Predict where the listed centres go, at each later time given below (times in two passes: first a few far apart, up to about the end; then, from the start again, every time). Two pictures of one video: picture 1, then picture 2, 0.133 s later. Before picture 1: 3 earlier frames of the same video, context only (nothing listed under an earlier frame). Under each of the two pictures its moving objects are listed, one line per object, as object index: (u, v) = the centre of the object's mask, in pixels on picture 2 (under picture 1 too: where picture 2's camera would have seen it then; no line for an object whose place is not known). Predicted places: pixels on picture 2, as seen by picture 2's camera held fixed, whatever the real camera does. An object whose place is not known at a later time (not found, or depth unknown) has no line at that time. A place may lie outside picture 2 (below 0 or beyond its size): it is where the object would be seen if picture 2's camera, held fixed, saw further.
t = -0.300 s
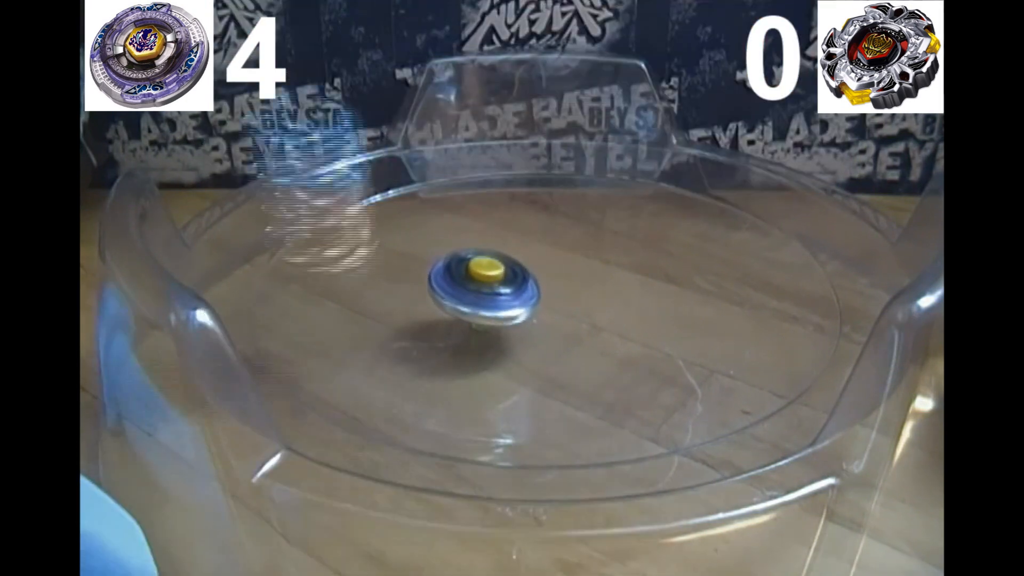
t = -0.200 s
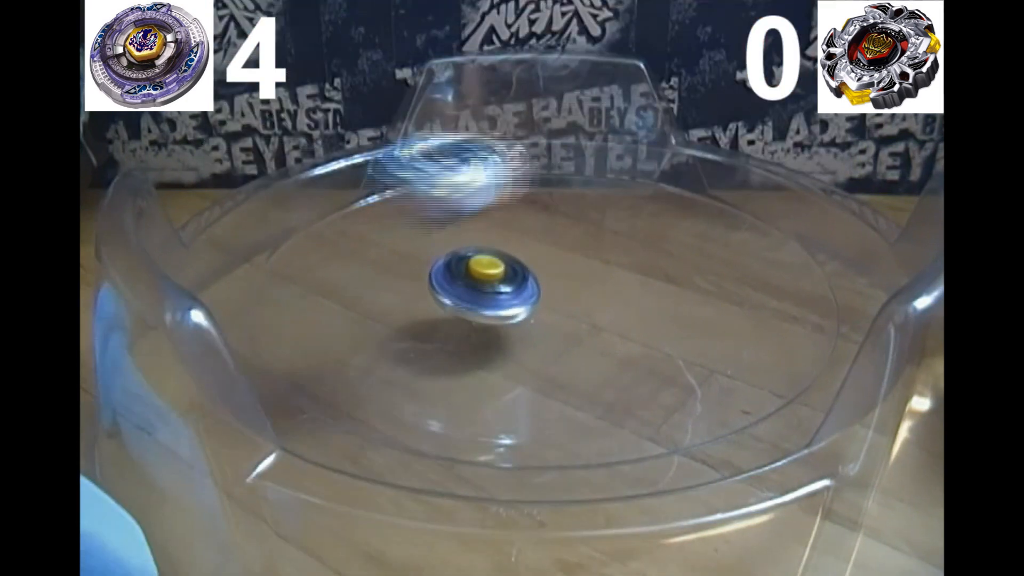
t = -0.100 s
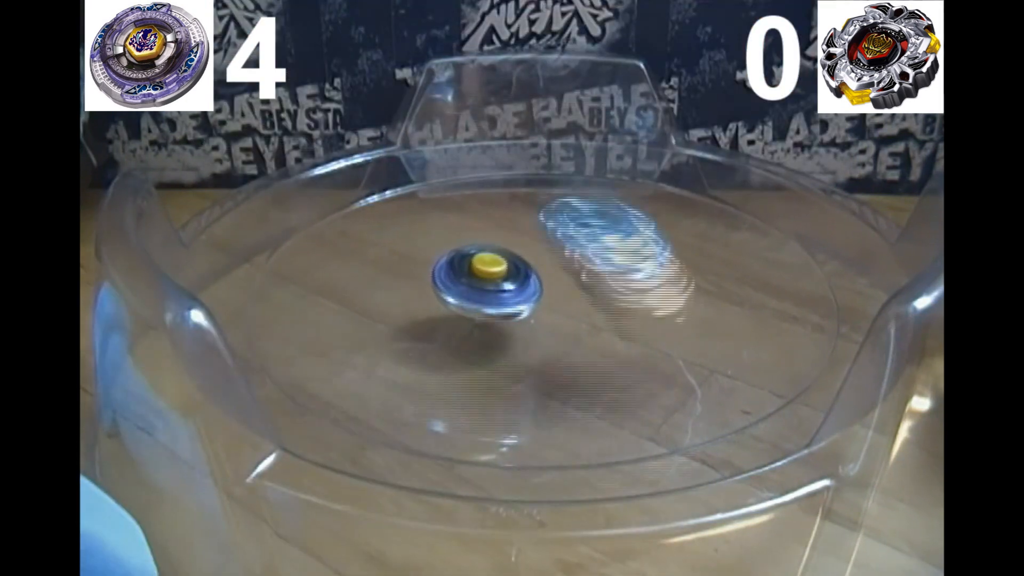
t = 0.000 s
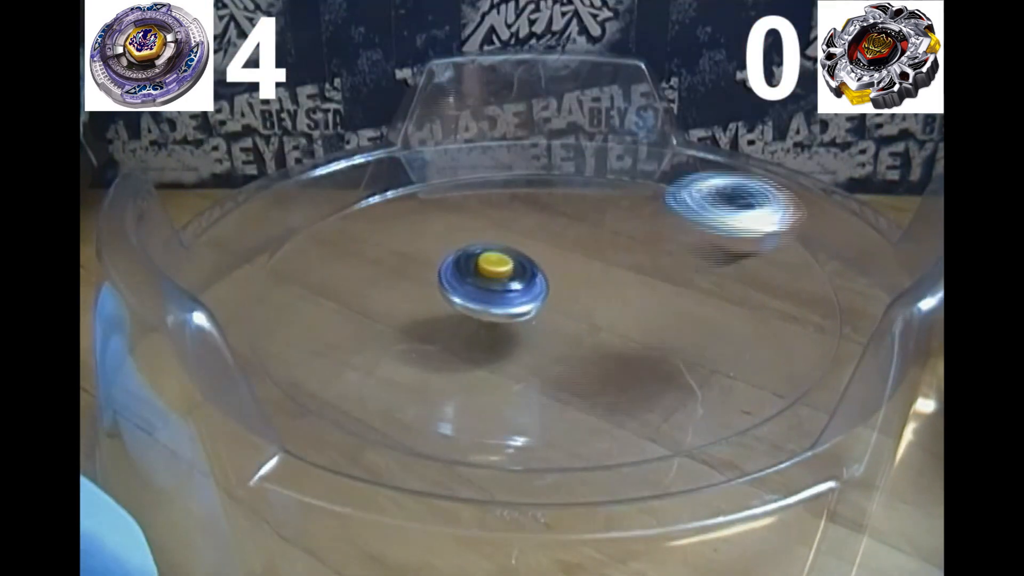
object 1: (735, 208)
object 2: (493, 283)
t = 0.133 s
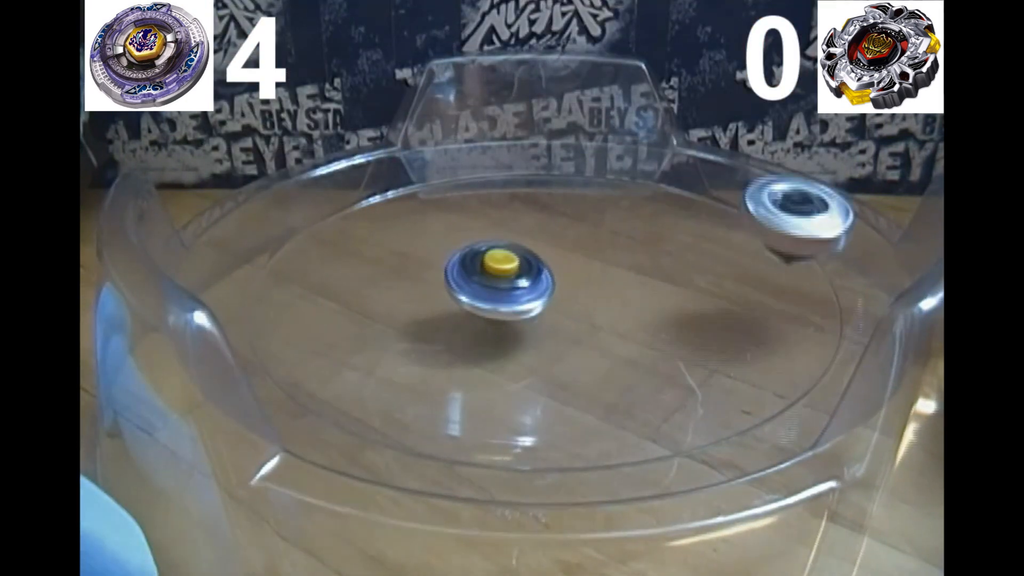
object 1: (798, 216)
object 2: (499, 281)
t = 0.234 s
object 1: (773, 192)
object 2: (503, 277)
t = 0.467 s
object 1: (615, 145)
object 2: (513, 274)
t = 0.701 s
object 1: (412, 201)
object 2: (526, 270)
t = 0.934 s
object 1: (499, 344)
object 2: (540, 269)
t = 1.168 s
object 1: (825, 291)
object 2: (553, 270)
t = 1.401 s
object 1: (735, 184)
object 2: (566, 275)
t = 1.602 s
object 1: (509, 199)
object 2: (577, 281)
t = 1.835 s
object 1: (347, 303)
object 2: (583, 285)
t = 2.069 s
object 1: (569, 397)
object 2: (579, 289)
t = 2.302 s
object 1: (746, 284)
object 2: (575, 295)
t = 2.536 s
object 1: (551, 209)
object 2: (574, 303)
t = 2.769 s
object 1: (310, 208)
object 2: (565, 305)
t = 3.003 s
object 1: (309, 328)
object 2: (553, 308)
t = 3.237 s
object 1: (643, 331)
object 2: (532, 309)
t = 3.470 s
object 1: (643, 192)
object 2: (528, 311)
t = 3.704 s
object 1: (449, 140)
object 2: (525, 307)
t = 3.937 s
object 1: (338, 238)
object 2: (520, 301)
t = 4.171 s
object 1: (565, 337)
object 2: (503, 287)
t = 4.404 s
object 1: (770, 238)
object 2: (513, 291)
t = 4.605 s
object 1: (691, 154)
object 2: (516, 288)
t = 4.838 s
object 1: (477, 190)
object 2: (521, 286)
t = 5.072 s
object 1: (406, 312)
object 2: (527, 284)
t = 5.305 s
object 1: (656, 374)
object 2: (534, 283)
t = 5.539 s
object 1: (787, 259)
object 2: (542, 283)
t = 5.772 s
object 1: (586, 206)
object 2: (551, 283)
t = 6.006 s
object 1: (363, 227)
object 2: (557, 286)
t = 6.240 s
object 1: (309, 330)
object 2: (561, 289)
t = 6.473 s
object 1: (612, 360)
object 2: (562, 290)
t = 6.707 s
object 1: (723, 239)
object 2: (509, 282)
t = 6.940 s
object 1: (624, 154)
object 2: (469, 285)
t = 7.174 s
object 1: (442, 165)
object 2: (484, 302)
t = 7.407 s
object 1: (385, 273)
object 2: (500, 309)
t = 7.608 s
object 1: (503, 359)
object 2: (545, 302)
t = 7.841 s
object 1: (751, 306)
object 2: (538, 309)
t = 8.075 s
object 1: (675, 213)
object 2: (533, 307)
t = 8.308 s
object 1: (464, 216)
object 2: (524, 303)
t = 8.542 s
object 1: (340, 287)
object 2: (518, 299)
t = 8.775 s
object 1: (527, 366)
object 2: (514, 292)
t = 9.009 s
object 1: (684, 285)
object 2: (515, 291)
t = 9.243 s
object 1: (574, 201)
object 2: (519, 288)
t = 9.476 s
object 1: (396, 205)
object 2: (525, 286)
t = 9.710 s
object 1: (404, 310)
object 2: (532, 286)
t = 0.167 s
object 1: (795, 207)
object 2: (501, 279)
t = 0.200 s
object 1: (787, 199)
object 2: (502, 278)
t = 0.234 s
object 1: (773, 192)
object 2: (503, 277)
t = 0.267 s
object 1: (754, 185)
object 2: (505, 276)
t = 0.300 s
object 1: (732, 178)
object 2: (506, 275)
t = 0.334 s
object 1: (712, 171)
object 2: (507, 275)
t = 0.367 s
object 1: (690, 164)
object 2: (509, 274)
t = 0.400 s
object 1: (668, 158)
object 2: (510, 274)
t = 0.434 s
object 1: (642, 151)
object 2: (511, 274)
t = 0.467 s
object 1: (615, 145)
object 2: (513, 274)
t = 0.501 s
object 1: (582, 143)
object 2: (515, 273)
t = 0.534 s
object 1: (549, 144)
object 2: (518, 272)
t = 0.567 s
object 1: (516, 149)
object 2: (520, 272)
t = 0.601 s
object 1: (484, 156)
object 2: (522, 271)
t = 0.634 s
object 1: (453, 167)
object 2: (524, 271)
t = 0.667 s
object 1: (430, 182)
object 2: (525, 270)
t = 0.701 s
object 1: (412, 201)
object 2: (526, 270)
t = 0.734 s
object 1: (399, 223)
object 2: (528, 271)
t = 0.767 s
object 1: (391, 248)
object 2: (530, 270)
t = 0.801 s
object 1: (393, 270)
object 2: (532, 270)
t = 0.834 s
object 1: (402, 291)
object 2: (534, 270)
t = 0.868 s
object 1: (424, 313)
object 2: (536, 270)
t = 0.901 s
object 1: (457, 330)
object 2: (538, 269)
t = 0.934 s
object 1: (499, 344)
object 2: (540, 269)
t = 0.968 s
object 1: (547, 352)
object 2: (543, 269)
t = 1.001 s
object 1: (600, 355)
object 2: (544, 269)
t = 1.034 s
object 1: (656, 350)
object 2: (546, 269)
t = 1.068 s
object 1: (711, 341)
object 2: (548, 269)
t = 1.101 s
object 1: (762, 328)
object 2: (550, 269)
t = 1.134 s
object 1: (805, 311)
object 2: (552, 270)
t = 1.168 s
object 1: (825, 291)
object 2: (553, 270)
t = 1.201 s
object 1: (830, 275)
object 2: (555, 271)
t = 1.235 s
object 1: (831, 254)
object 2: (556, 272)
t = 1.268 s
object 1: (828, 235)
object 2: (558, 273)
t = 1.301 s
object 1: (814, 219)
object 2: (561, 273)
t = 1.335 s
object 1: (794, 204)
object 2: (563, 274)
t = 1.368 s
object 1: (768, 193)
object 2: (565, 274)
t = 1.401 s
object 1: (735, 184)
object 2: (566, 275)
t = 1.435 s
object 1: (703, 181)
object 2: (567, 276)
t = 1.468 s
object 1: (667, 180)
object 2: (568, 277)
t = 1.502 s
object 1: (627, 182)
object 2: (569, 278)
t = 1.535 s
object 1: (585, 187)
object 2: (571, 279)
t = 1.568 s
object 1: (547, 193)
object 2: (574, 279)
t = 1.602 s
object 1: (509, 199)
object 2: (577, 281)
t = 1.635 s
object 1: (475, 208)
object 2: (579, 282)
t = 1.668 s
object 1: (442, 220)
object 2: (581, 283)
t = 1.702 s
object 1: (414, 232)
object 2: (583, 283)
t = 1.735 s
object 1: (389, 246)
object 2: (583, 284)
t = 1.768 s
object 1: (367, 264)
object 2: (583, 284)
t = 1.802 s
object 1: (353, 281)
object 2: (583, 285)
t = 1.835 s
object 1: (347, 303)
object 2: (583, 285)
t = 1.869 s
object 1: (348, 320)
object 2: (582, 286)
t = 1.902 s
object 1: (357, 337)
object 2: (582, 286)
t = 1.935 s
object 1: (376, 355)
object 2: (581, 287)
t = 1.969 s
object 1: (406, 374)
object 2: (581, 287)
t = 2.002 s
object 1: (453, 389)
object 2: (580, 288)
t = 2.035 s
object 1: (510, 395)
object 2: (580, 289)
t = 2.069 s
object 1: (569, 397)
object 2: (579, 289)
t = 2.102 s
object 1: (624, 392)
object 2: (579, 290)
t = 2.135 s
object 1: (673, 381)
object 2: (578, 291)
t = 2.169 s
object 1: (713, 367)
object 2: (577, 291)
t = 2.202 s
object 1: (741, 344)
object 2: (576, 292)
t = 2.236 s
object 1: (751, 320)
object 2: (576, 293)
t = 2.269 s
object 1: (753, 301)
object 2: (575, 294)
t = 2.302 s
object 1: (746, 284)
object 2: (575, 295)
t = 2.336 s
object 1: (732, 268)
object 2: (574, 297)
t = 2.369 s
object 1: (710, 252)
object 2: (575, 298)
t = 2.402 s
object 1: (685, 241)
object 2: (575, 299)
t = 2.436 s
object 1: (654, 227)
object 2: (575, 301)
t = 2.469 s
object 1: (624, 217)
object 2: (575, 302)
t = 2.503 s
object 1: (588, 217)
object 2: (574, 303)
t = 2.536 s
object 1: (551, 209)
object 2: (574, 303)
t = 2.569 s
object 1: (514, 204)
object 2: (572, 303)
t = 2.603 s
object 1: (478, 202)
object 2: (571, 303)
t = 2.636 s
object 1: (441, 193)
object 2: (569, 303)
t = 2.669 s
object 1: (405, 201)
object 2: (568, 303)
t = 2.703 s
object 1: (371, 197)
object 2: (567, 303)
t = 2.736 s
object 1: (339, 202)
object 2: (566, 304)
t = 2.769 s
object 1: (310, 208)
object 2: (565, 305)
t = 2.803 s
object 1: (282, 218)
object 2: (562, 306)
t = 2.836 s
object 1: (261, 229)
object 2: (560, 308)
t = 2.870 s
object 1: (257, 250)
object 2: (558, 308)
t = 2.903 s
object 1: (257, 269)
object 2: (557, 309)
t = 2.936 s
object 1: (262, 291)
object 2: (556, 309)
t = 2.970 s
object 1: (279, 310)
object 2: (555, 308)
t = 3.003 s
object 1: (309, 328)
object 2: (553, 308)
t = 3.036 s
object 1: (353, 343)
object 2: (552, 308)
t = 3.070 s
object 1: (406, 357)
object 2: (550, 308)
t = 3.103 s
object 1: (460, 362)
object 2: (551, 307)
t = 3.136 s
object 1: (511, 365)
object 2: (552, 302)
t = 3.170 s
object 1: (562, 360)
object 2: (543, 297)
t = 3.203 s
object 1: (605, 349)
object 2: (530, 303)
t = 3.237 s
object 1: (643, 331)
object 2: (532, 309)
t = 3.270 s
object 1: (667, 309)
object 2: (536, 310)
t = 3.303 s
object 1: (678, 294)
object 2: (534, 311)
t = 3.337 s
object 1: (682, 275)
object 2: (533, 311)
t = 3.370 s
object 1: (681, 250)
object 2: (530, 311)
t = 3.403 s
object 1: (672, 228)
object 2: (529, 312)
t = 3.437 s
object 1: (659, 208)
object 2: (528, 311)
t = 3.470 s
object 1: (643, 192)
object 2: (528, 311)
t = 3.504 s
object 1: (620, 177)
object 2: (527, 311)
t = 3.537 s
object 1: (595, 164)
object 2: (527, 310)
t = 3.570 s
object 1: (566, 162)
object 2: (527, 310)
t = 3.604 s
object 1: (539, 153)
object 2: (526, 309)
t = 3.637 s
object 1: (510, 147)
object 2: (526, 308)
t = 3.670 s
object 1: (480, 143)
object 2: (525, 307)
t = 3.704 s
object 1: (449, 140)
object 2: (525, 307)
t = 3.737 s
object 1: (420, 150)
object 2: (524, 306)
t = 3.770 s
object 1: (394, 155)
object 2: (523, 305)
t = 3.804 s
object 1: (373, 166)
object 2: (523, 305)
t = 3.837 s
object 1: (355, 179)
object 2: (522, 304)
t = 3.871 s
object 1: (343, 195)
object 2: (522, 303)
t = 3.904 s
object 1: (337, 215)
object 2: (521, 302)
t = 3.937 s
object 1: (338, 238)
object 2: (520, 301)
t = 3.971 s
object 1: (347, 260)
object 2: (520, 301)
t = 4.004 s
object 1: (366, 281)
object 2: (520, 300)
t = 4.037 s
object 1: (393, 299)
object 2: (519, 299)
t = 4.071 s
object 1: (428, 316)
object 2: (524, 297)
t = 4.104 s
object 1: (468, 327)
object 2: (527, 289)
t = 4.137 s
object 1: (516, 334)
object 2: (507, 288)
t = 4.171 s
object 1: (565, 337)
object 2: (503, 287)
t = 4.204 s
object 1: (612, 334)
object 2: (508, 293)
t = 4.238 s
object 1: (653, 324)
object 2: (511, 294)
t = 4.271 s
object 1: (690, 311)
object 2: (511, 293)
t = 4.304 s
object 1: (722, 294)
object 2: (512, 292)
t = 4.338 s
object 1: (746, 276)
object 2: (512, 292)
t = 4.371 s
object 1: (762, 258)
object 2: (513, 291)
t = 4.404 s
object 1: (770, 238)
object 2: (513, 291)
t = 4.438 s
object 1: (769, 218)
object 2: (513, 290)
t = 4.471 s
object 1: (764, 200)
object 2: (514, 290)
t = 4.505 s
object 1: (753, 186)
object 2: (514, 289)
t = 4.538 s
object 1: (737, 173)
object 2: (515, 289)
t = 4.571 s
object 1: (714, 162)
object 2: (515, 288)
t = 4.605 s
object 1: (691, 154)
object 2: (516, 288)
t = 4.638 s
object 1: (662, 151)
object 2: (517, 288)
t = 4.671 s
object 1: (631, 151)
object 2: (517, 288)
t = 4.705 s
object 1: (601, 152)
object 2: (518, 288)
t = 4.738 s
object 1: (571, 157)
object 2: (519, 287)
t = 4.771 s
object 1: (537, 165)
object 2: (520, 287)
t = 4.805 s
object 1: (508, 175)
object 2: (521, 286)
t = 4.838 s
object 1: (477, 190)
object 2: (521, 286)
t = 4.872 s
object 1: (454, 204)
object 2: (522, 286)
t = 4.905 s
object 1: (435, 221)
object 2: (523, 286)
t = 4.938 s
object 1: (418, 239)
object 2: (523, 285)
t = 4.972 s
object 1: (406, 256)
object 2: (524, 285)
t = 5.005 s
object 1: (400, 274)
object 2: (525, 284)
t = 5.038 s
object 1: (400, 294)
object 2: (526, 284)
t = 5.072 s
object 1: (406, 312)
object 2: (527, 284)
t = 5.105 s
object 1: (421, 330)
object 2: (528, 283)
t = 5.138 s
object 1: (444, 346)
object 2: (529, 283)
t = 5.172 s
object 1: (475, 359)
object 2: (530, 282)
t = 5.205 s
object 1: (514, 370)
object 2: (531, 283)
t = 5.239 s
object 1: (562, 376)
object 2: (532, 283)
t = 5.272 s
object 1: (608, 377)
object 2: (533, 283)
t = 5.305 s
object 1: (656, 374)
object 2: (534, 283)
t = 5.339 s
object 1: (704, 366)
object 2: (535, 283)
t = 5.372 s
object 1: (745, 352)
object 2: (536, 283)
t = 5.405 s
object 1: (775, 336)
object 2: (537, 283)
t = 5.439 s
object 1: (793, 309)
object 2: (538, 283)
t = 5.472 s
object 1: (802, 291)
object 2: (539, 283)
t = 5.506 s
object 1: (799, 275)
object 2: (541, 283)
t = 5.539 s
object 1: (787, 259)
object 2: (542, 283)
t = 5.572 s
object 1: (769, 247)
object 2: (543, 282)
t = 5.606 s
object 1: (746, 236)
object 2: (544, 282)
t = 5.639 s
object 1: (716, 226)
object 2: (545, 282)
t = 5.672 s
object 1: (687, 218)
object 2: (547, 283)
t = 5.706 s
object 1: (656, 212)
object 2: (548, 283)
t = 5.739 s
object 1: (619, 209)
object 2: (550, 283)
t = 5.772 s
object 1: (586, 206)
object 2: (551, 283)
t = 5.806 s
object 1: (550, 205)
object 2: (553, 284)
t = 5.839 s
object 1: (516, 205)
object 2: (553, 284)
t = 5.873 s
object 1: (481, 206)
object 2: (554, 285)
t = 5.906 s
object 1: (448, 210)
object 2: (555, 285)
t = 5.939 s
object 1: (419, 212)
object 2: (555, 286)
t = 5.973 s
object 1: (389, 219)
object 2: (556, 286)
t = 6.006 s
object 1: (363, 227)
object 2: (557, 286)
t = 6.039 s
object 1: (338, 238)
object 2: (558, 287)
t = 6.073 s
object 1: (317, 250)
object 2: (559, 287)
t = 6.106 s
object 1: (302, 268)
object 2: (560, 287)
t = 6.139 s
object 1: (292, 282)
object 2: (560, 288)
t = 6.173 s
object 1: (289, 298)
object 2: (561, 288)
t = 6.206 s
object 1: (294, 314)
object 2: (561, 289)
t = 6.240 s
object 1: (309, 330)
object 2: (561, 289)
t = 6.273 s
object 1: (336, 345)
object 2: (562, 290)
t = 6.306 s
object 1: (376, 360)
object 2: (562, 290)
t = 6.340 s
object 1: (422, 369)
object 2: (562, 290)
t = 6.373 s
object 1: (472, 374)
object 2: (563, 291)
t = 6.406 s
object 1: (523, 374)
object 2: (563, 291)
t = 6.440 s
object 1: (572, 369)
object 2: (563, 290)
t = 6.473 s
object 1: (612, 360)
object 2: (562, 290)
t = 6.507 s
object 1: (642, 348)
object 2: (561, 291)
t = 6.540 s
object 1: (666, 325)
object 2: (561, 293)
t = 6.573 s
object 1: (677, 308)
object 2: (562, 294)
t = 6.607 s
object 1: (680, 295)
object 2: (562, 295)
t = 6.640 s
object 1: (695, 272)
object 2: (550, 290)
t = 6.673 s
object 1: (715, 255)
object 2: (528, 286)
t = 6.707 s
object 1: (723, 239)
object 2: (509, 282)
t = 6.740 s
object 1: (723, 222)
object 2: (493, 279)
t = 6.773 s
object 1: (714, 206)
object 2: (481, 277)
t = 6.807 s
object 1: (703, 192)
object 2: (473, 277)
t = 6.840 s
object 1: (687, 178)
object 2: (469, 278)
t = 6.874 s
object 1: (668, 166)
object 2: (467, 280)
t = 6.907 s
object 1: (647, 163)
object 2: (468, 283)
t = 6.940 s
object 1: (624, 154)
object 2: (469, 285)
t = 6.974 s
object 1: (599, 148)
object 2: (471, 288)
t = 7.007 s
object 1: (575, 143)
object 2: (473, 291)
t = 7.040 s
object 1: (549, 141)
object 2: (475, 293)
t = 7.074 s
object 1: (522, 143)
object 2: (477, 295)
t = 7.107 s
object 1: (496, 147)
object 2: (479, 298)
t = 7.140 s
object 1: (470, 154)
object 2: (481, 300)
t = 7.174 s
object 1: (442, 165)
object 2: (484, 302)
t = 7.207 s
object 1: (426, 171)
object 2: (485, 303)
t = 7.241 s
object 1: (408, 188)
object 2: (487, 305)
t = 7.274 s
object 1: (394, 201)
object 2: (490, 306)
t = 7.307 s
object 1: (383, 216)
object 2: (492, 307)
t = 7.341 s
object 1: (378, 234)
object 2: (495, 308)
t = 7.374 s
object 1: (379, 253)
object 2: (497, 309)
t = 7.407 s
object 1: (385, 273)
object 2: (500, 309)
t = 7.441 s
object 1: (392, 289)
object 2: (507, 309)
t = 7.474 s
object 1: (397, 304)
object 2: (520, 310)
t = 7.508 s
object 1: (413, 321)
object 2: (531, 310)
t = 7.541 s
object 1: (442, 340)
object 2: (541, 309)
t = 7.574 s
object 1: (472, 350)
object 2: (547, 305)
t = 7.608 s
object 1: (503, 359)
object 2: (545, 302)
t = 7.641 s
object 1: (546, 365)
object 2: (537, 301)
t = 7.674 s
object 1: (590, 364)
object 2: (532, 305)
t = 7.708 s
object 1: (629, 362)
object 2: (534, 308)
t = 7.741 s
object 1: (671, 350)
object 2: (537, 309)
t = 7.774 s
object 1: (705, 336)
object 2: (537, 309)
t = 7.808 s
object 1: (729, 327)
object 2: (537, 309)
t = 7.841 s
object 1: (751, 306)
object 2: (538, 309)
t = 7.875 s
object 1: (759, 285)
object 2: (537, 309)
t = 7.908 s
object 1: (760, 268)
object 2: (536, 309)
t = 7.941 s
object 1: (753, 254)
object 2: (536, 309)
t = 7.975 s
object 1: (739, 240)
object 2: (536, 308)
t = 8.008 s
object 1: (722, 230)
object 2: (536, 308)
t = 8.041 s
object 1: (699, 220)
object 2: (535, 308)
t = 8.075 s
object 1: (675, 213)
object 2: (533, 307)
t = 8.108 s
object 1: (643, 210)
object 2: (532, 307)
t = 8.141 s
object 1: (614, 212)
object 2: (530, 306)
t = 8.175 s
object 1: (585, 210)
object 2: (528, 306)
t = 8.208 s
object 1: (553, 208)
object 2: (527, 305)
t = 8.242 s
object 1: (521, 211)
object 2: (526, 304)
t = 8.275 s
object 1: (493, 212)
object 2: (525, 304)
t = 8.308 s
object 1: (464, 216)
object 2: (524, 303)
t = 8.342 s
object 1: (436, 223)
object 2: (523, 303)
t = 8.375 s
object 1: (412, 229)
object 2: (522, 303)
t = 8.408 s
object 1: (390, 237)
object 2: (521, 302)
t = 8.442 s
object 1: (370, 248)
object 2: (520, 301)
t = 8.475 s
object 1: (354, 260)
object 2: (519, 300)
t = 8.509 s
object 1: (344, 273)
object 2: (519, 300)
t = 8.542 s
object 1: (340, 287)
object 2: (518, 299)
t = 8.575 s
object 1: (342, 302)
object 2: (517, 299)
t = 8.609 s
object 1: (352, 317)
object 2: (516, 298)
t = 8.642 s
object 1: (375, 334)
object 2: (516, 297)
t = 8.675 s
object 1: (408, 348)
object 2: (515, 297)
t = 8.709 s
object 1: (442, 359)
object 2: (516, 295)
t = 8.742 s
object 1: (483, 367)
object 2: (515, 293)
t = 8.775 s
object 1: (527, 366)
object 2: (514, 292)
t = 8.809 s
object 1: (572, 363)
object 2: (513, 292)
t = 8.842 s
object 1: (607, 356)
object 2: (513, 293)
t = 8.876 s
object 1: (639, 344)
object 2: (514, 293)
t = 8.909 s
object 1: (659, 332)
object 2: (514, 292)
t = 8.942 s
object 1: (676, 316)
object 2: (514, 292)
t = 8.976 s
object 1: (683, 301)
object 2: (514, 291)
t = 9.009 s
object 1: (684, 285)
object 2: (515, 291)
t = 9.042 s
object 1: (679, 271)
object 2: (515, 291)
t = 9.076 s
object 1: (670, 256)
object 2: (516, 290)
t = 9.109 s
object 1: (656, 243)
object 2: (516, 290)
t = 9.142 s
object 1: (639, 230)
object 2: (517, 289)
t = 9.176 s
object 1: (620, 219)
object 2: (518, 289)
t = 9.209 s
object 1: (597, 209)
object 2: (518, 288)
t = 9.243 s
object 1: (574, 201)
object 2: (519, 288)
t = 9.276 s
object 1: (548, 195)
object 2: (520, 288)
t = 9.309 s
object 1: (522, 191)
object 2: (521, 287)
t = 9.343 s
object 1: (492, 189)
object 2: (522, 287)
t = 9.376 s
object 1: (465, 189)
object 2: (522, 287)
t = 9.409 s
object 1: (441, 192)
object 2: (523, 287)
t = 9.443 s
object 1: (414, 197)
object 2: (524, 287)
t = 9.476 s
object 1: (396, 205)
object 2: (525, 286)
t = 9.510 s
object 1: (379, 215)
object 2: (526, 286)
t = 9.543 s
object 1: (368, 224)
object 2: (527, 286)
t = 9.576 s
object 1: (360, 239)
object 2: (528, 286)
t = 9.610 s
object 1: (360, 260)
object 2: (529, 286)
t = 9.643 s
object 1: (365, 273)
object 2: (530, 286)
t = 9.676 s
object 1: (380, 292)
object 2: (531, 286)
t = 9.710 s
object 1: (404, 310)
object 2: (532, 286)
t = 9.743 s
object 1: (433, 324)
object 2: (535, 285)
